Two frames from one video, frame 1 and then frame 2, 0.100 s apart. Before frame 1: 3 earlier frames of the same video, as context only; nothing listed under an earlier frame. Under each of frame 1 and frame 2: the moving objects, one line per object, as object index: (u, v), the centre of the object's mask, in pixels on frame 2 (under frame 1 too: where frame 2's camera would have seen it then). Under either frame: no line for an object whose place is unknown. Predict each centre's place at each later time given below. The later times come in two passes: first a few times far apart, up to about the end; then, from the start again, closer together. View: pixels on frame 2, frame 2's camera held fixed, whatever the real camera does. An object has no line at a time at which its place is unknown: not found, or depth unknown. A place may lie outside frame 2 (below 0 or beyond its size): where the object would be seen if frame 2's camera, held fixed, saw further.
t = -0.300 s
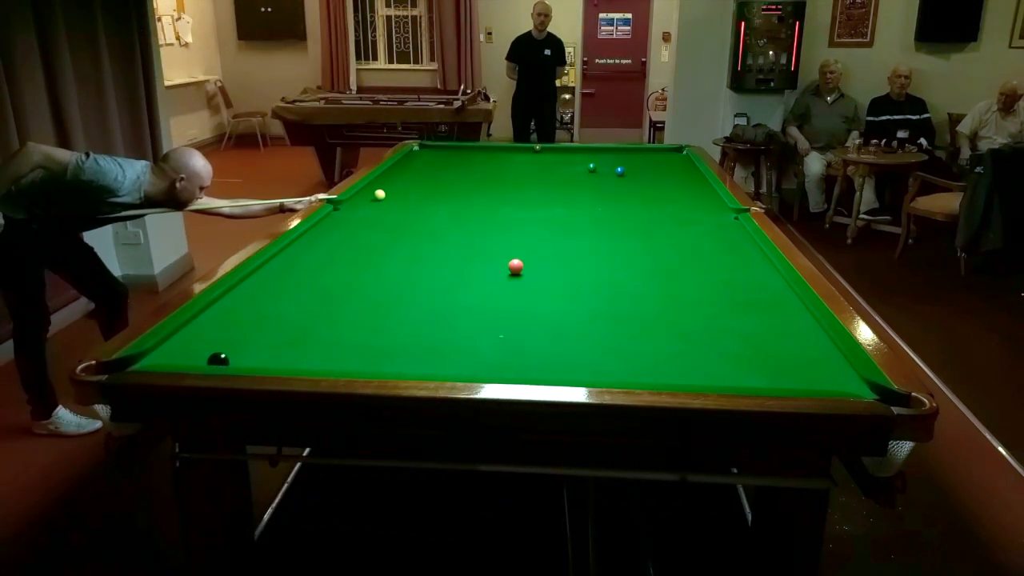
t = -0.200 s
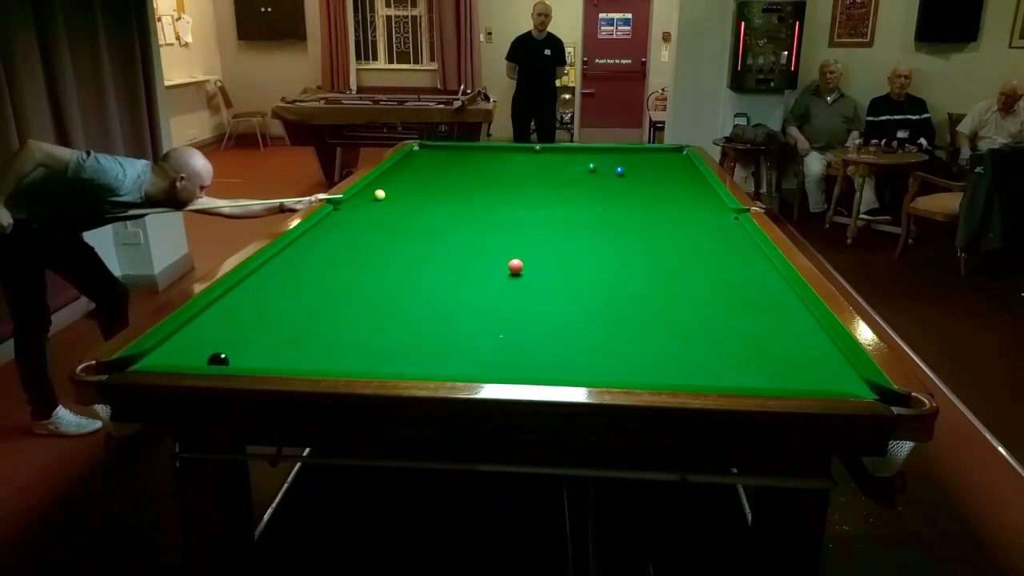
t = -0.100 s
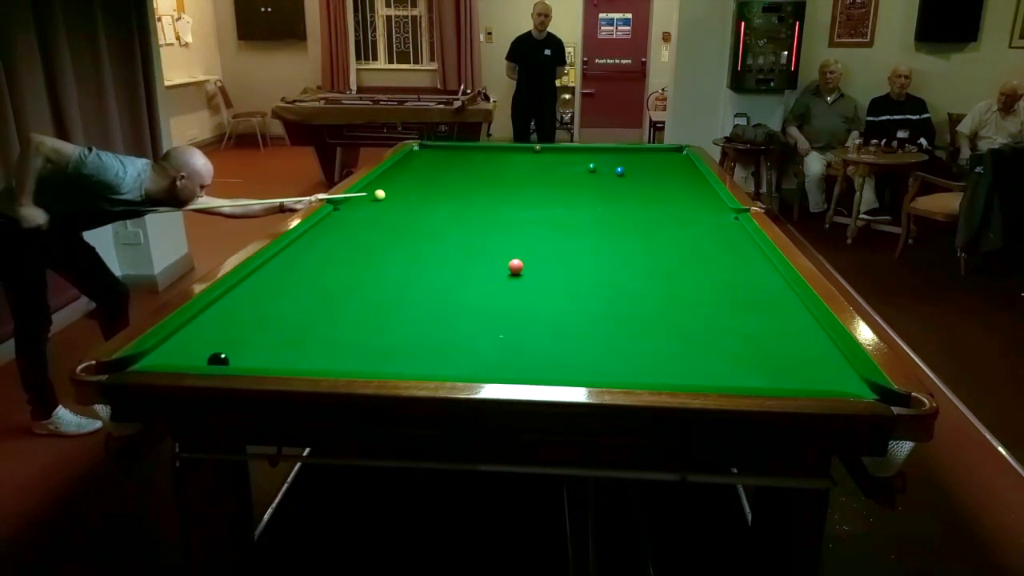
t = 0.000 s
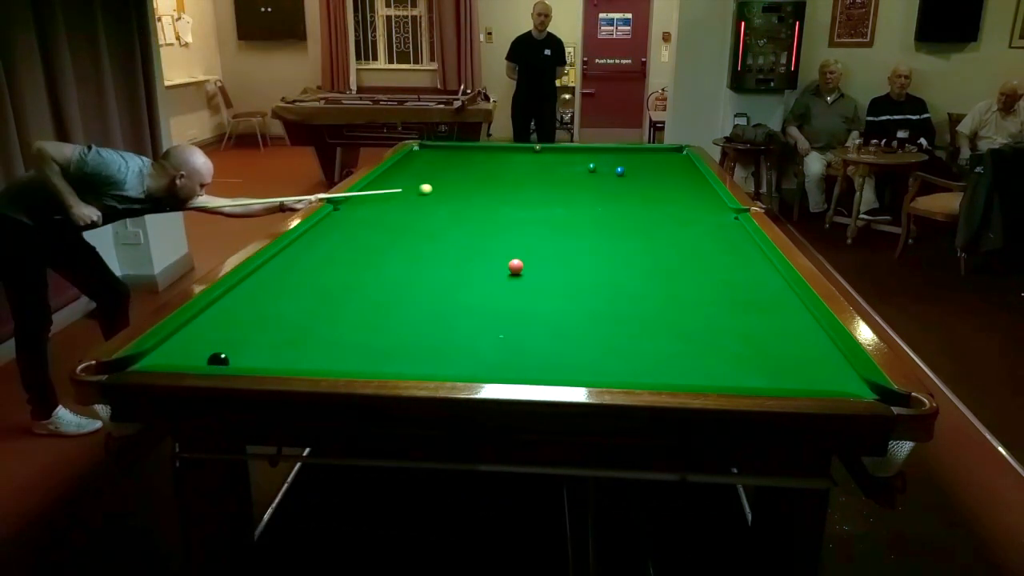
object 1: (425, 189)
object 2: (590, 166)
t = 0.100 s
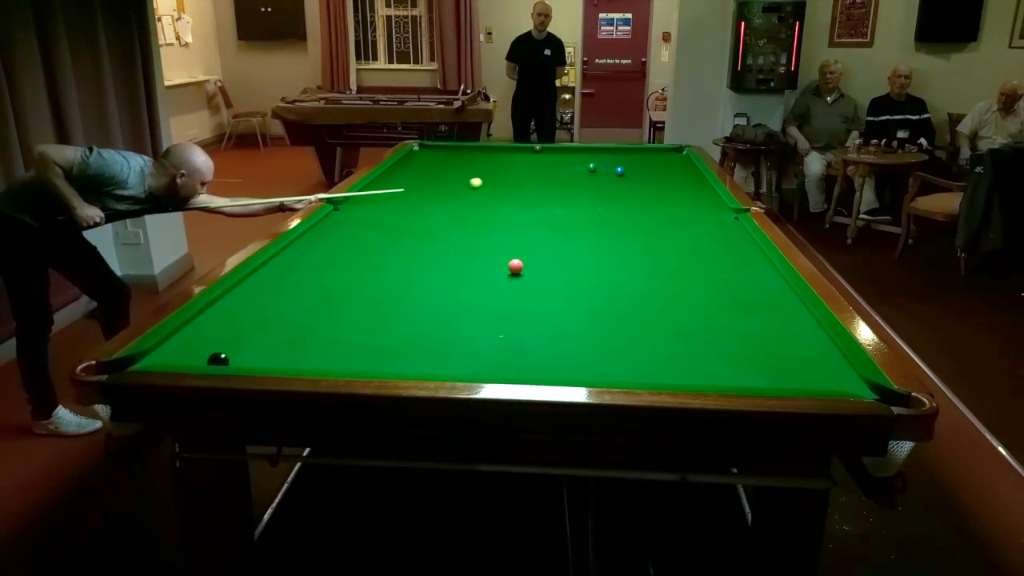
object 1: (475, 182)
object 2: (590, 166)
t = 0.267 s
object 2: (590, 166)
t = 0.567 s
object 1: (613, 170)
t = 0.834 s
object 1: (636, 166)
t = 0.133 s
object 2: (590, 166)
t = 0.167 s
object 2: (590, 166)
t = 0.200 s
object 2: (590, 166)
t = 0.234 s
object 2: (590, 166)
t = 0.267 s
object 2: (590, 166)
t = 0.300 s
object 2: (590, 166)
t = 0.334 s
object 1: (578, 170)
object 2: (591, 166)
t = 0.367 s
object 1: (587, 168)
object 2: (596, 166)
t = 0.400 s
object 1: (592, 169)
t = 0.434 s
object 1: (596, 169)
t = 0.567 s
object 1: (613, 170)
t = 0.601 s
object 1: (615, 169)
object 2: (646, 154)
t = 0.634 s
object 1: (617, 169)
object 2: (652, 153)
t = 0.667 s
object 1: (620, 168)
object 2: (658, 152)
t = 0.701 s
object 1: (623, 168)
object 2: (662, 151)
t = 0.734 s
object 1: (626, 168)
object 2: (668, 150)
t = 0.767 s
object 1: (629, 167)
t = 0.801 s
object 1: (632, 167)
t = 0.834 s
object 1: (636, 166)
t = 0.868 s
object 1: (638, 166)
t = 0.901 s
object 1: (641, 165)
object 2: (668, 151)
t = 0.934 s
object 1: (644, 165)
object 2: (663, 151)
